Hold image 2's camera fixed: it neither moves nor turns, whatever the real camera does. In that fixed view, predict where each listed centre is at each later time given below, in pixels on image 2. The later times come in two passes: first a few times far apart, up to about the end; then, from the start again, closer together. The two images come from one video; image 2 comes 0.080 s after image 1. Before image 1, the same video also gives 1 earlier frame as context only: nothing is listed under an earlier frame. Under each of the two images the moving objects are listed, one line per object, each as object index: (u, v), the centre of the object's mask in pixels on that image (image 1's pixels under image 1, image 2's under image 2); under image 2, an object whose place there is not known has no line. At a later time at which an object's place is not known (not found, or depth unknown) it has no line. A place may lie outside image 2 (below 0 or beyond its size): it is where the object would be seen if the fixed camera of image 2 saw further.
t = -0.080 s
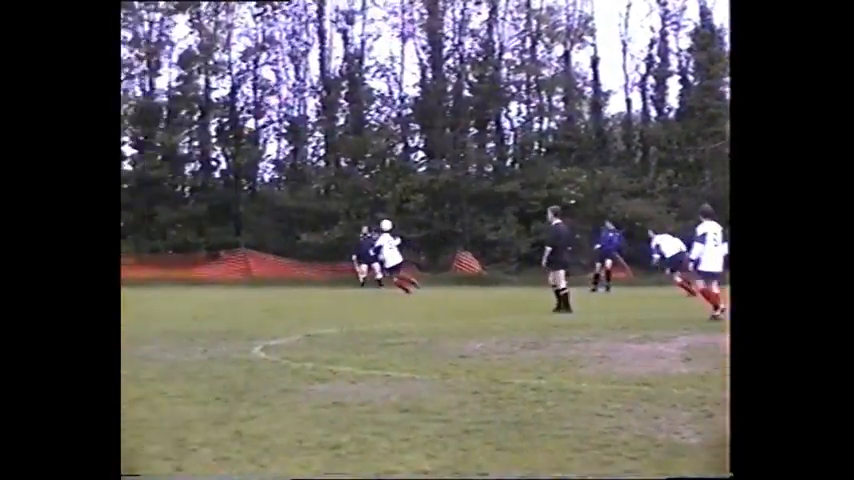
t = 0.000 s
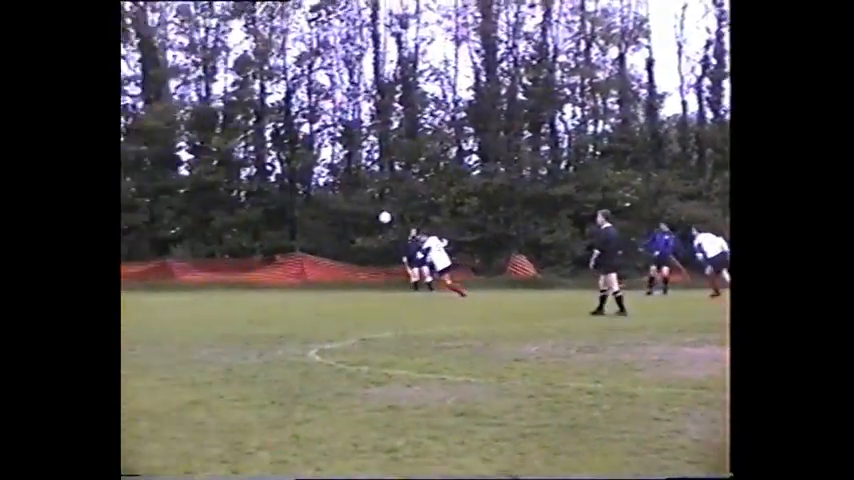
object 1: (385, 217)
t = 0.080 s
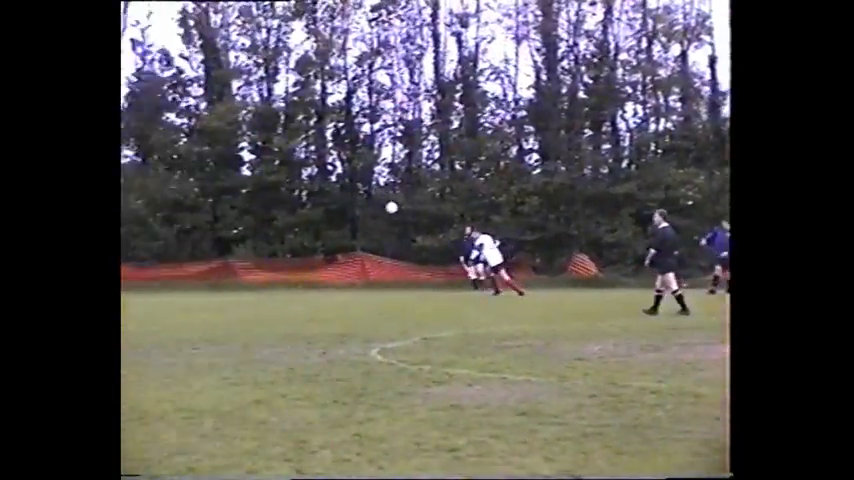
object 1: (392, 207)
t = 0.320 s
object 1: (236, 192)
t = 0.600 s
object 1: (54, 201)
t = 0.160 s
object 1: (339, 200)
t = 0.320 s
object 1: (236, 192)
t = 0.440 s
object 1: (159, 192)
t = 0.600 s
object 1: (54, 201)
